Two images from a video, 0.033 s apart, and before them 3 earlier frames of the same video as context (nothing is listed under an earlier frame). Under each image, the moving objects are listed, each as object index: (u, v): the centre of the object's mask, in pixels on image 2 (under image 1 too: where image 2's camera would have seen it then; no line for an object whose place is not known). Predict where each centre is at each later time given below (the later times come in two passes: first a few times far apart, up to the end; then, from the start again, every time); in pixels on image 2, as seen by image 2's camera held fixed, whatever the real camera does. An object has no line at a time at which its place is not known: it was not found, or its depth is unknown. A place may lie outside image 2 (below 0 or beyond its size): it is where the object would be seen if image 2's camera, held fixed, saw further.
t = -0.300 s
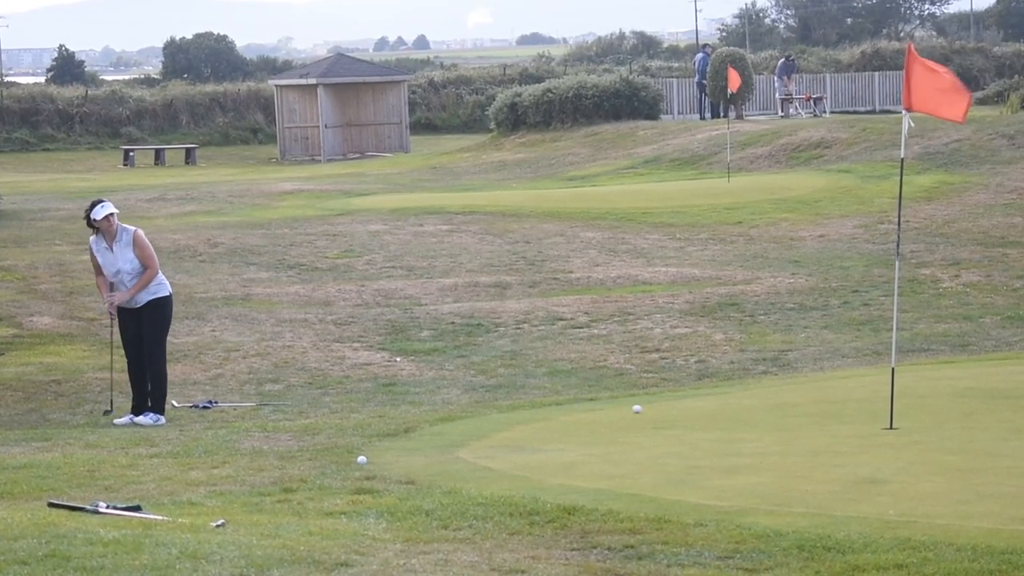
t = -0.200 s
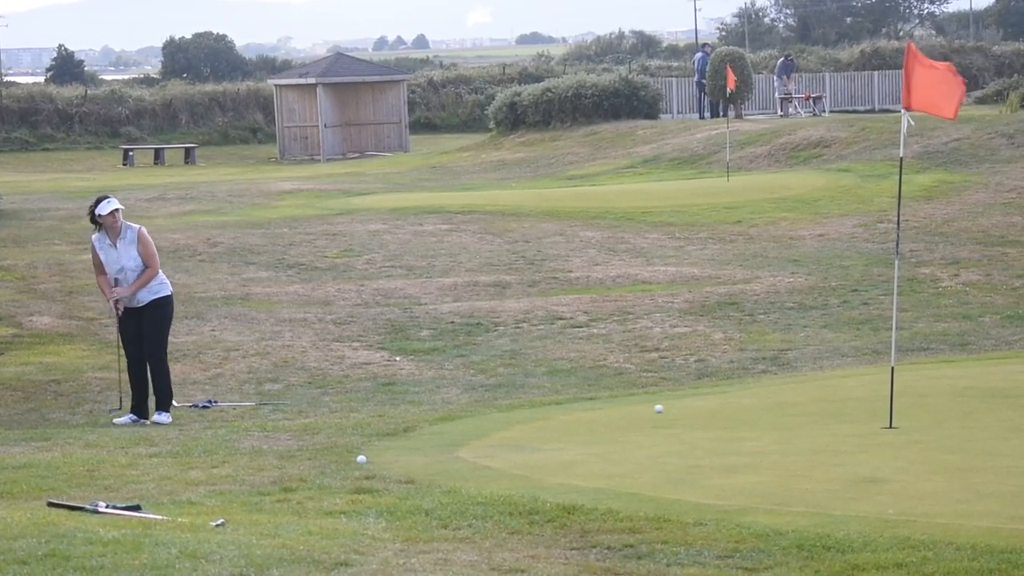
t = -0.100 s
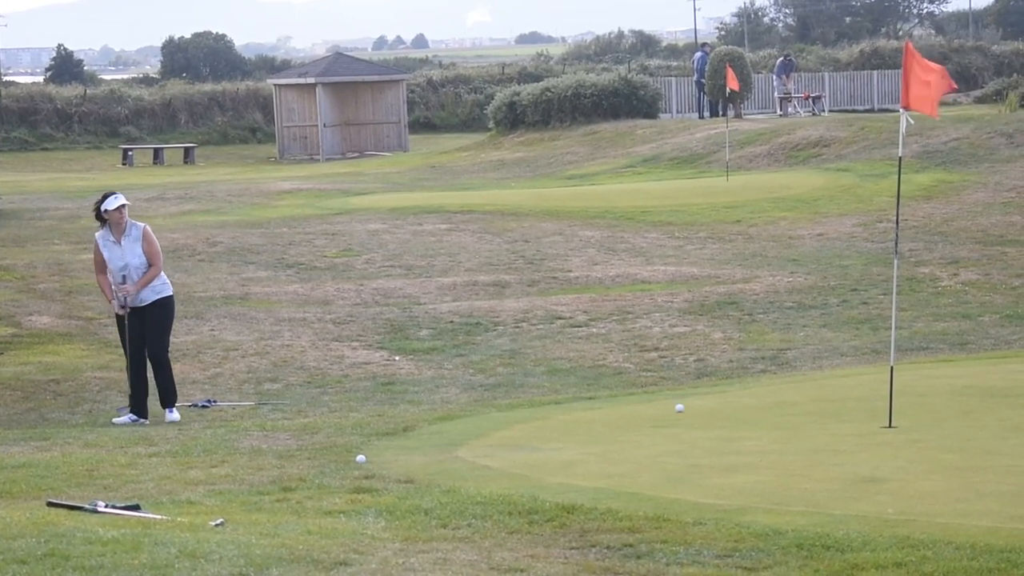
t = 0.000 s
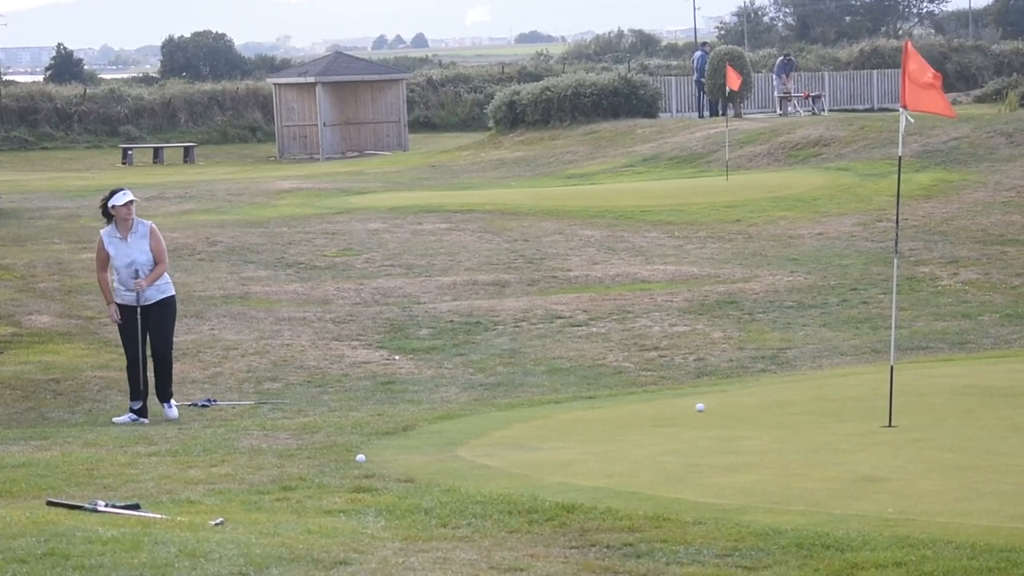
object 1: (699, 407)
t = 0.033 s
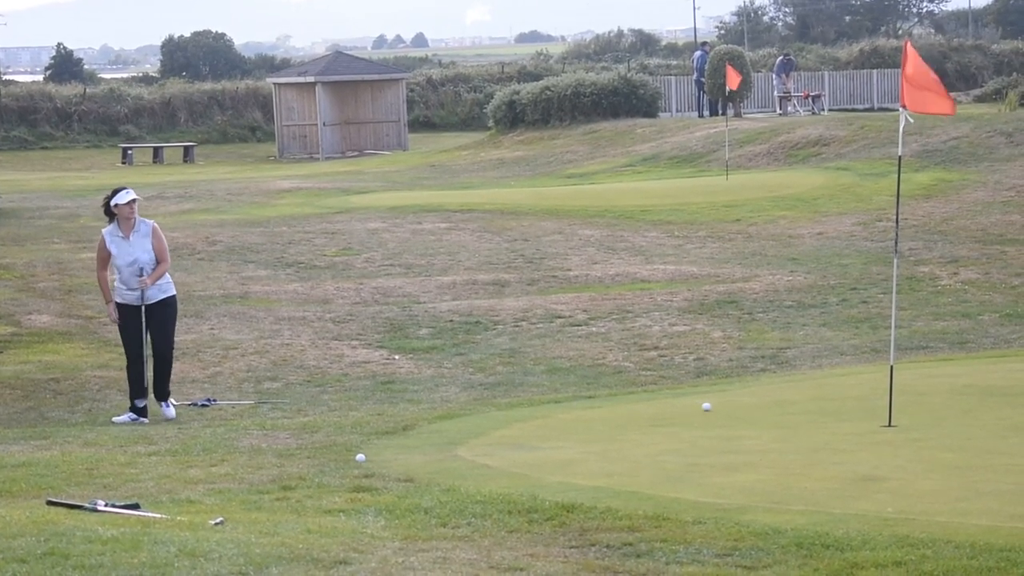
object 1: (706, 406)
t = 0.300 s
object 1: (754, 406)
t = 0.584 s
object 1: (796, 406)
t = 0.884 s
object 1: (829, 405)
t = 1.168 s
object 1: (850, 405)
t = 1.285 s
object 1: (856, 405)
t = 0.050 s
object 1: (709, 406)
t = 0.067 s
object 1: (712, 406)
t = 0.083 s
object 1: (716, 406)
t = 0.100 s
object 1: (719, 406)
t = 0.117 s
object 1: (722, 406)
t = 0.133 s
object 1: (725, 406)
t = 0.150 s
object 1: (728, 406)
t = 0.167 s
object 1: (731, 406)
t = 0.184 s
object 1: (734, 406)
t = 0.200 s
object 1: (737, 406)
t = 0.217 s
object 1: (740, 406)
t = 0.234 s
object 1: (743, 406)
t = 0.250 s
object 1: (746, 406)
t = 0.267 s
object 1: (749, 406)
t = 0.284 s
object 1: (751, 406)
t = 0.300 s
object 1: (754, 406)
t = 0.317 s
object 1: (757, 406)
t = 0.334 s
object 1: (759, 406)
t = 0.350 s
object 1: (762, 406)
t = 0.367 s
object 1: (764, 406)
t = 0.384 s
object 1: (767, 406)
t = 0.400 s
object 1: (770, 406)
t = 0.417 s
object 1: (772, 406)
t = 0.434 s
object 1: (775, 406)
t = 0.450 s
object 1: (777, 406)
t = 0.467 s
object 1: (780, 406)
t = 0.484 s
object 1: (782, 406)
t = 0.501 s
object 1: (784, 406)
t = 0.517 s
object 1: (787, 406)
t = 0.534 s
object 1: (789, 406)
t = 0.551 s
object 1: (791, 406)
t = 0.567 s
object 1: (793, 406)
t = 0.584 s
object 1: (796, 406)
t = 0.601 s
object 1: (798, 406)
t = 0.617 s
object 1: (800, 405)
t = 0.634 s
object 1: (802, 406)
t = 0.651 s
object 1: (804, 405)
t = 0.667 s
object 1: (806, 405)
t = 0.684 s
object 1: (808, 406)
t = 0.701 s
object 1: (810, 405)
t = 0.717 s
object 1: (812, 406)
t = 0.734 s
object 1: (814, 406)
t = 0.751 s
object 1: (816, 406)
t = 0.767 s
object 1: (818, 406)
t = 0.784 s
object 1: (819, 405)
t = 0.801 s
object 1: (821, 405)
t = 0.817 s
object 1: (823, 405)
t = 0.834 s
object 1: (824, 405)
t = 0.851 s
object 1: (826, 405)
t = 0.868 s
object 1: (828, 405)
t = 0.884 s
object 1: (829, 405)
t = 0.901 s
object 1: (831, 405)
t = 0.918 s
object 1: (832, 405)
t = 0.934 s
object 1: (834, 405)
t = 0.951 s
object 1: (835, 405)
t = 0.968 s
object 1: (836, 405)
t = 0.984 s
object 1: (838, 405)
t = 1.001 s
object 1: (839, 405)
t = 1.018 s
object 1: (840, 405)
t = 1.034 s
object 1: (842, 405)
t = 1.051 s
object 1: (843, 405)
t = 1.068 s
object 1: (844, 405)
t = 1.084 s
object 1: (845, 405)
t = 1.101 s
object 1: (846, 405)
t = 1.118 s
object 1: (847, 405)
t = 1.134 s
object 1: (849, 405)
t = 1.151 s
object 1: (849, 405)
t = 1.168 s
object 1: (850, 405)
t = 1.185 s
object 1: (851, 405)
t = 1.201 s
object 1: (852, 405)
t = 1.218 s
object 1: (853, 405)
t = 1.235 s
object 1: (854, 405)
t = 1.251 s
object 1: (855, 405)
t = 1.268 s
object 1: (855, 405)
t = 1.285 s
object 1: (856, 405)
